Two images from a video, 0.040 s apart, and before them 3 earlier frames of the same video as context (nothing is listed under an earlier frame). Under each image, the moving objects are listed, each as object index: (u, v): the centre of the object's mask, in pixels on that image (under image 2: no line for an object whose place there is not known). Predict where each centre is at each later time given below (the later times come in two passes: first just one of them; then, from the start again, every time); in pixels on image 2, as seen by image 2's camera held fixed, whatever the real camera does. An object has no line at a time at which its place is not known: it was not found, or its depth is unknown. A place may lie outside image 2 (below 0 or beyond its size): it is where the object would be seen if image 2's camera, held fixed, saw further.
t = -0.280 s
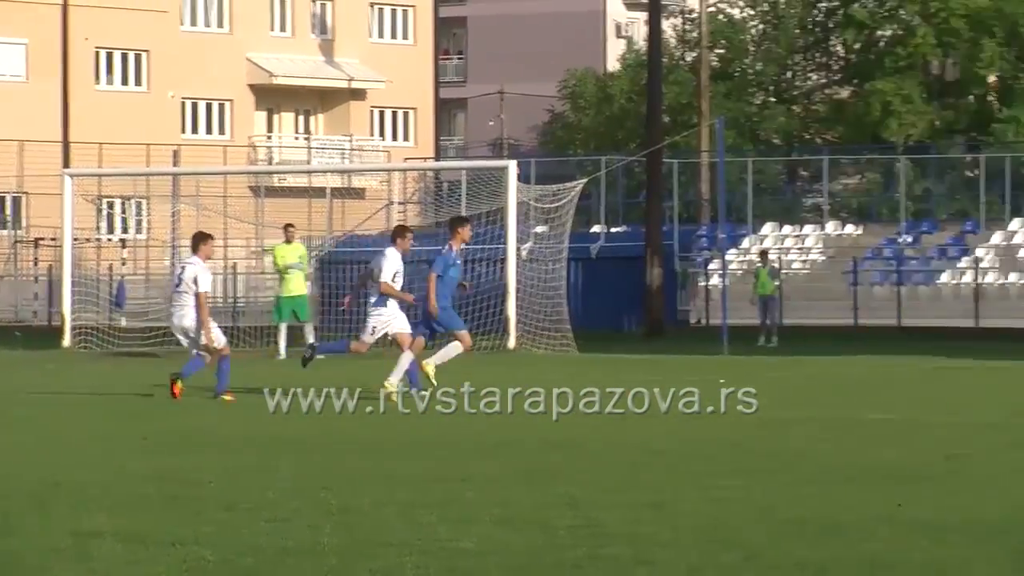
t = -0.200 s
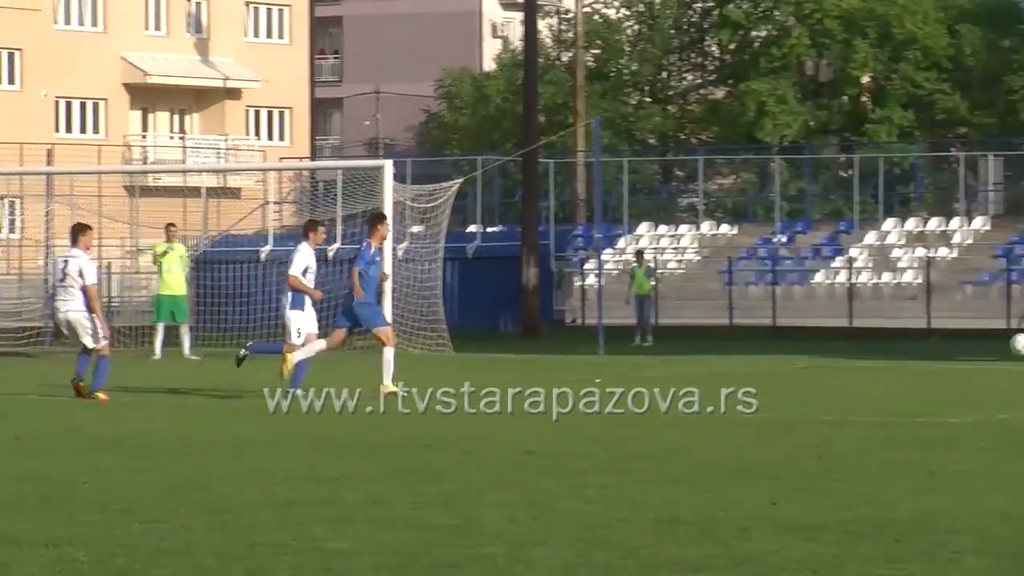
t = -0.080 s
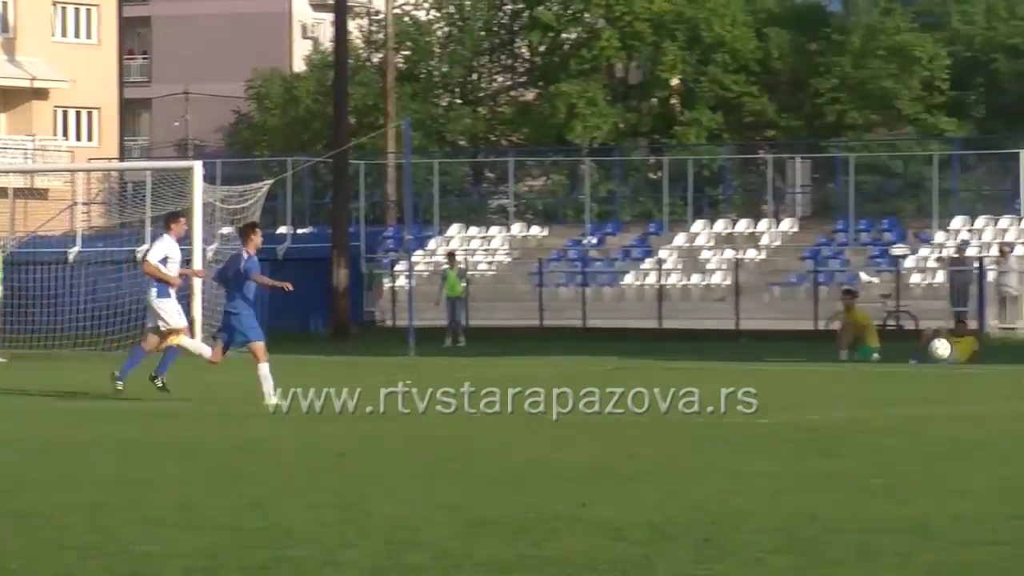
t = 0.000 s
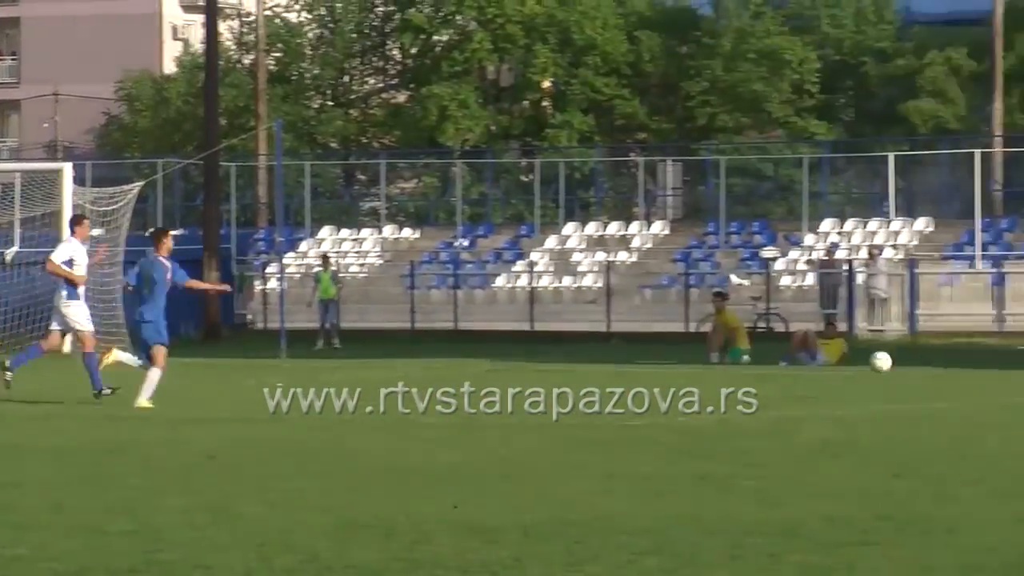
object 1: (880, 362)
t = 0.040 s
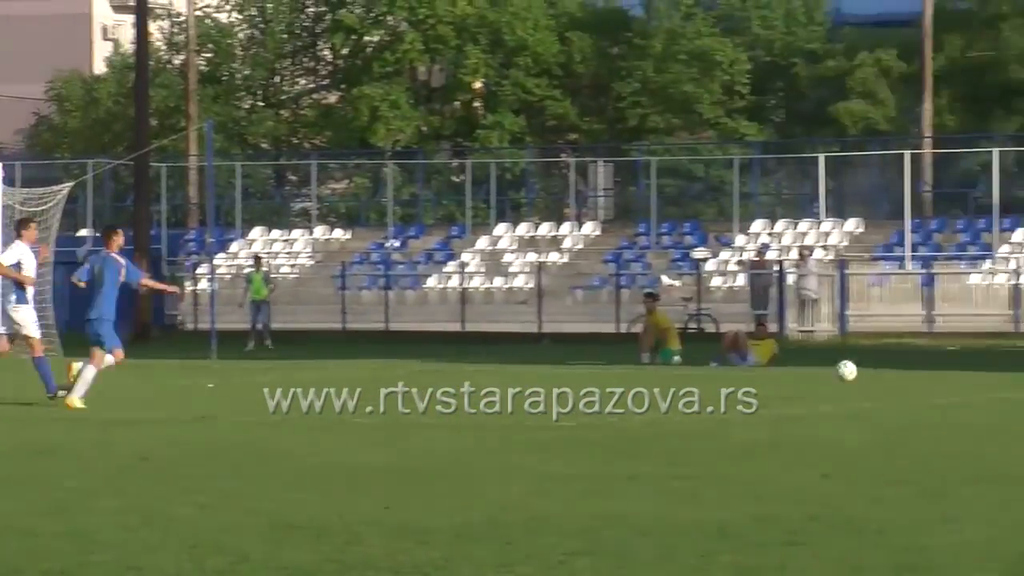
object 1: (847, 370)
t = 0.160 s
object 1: (947, 382)
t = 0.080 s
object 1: (882, 380)
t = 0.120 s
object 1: (918, 392)
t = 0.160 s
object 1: (947, 382)
